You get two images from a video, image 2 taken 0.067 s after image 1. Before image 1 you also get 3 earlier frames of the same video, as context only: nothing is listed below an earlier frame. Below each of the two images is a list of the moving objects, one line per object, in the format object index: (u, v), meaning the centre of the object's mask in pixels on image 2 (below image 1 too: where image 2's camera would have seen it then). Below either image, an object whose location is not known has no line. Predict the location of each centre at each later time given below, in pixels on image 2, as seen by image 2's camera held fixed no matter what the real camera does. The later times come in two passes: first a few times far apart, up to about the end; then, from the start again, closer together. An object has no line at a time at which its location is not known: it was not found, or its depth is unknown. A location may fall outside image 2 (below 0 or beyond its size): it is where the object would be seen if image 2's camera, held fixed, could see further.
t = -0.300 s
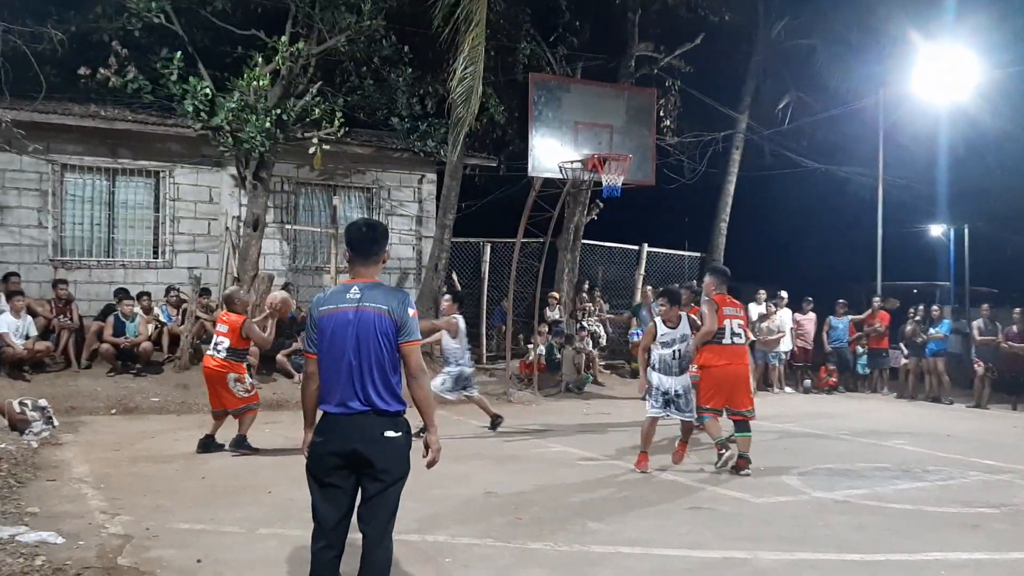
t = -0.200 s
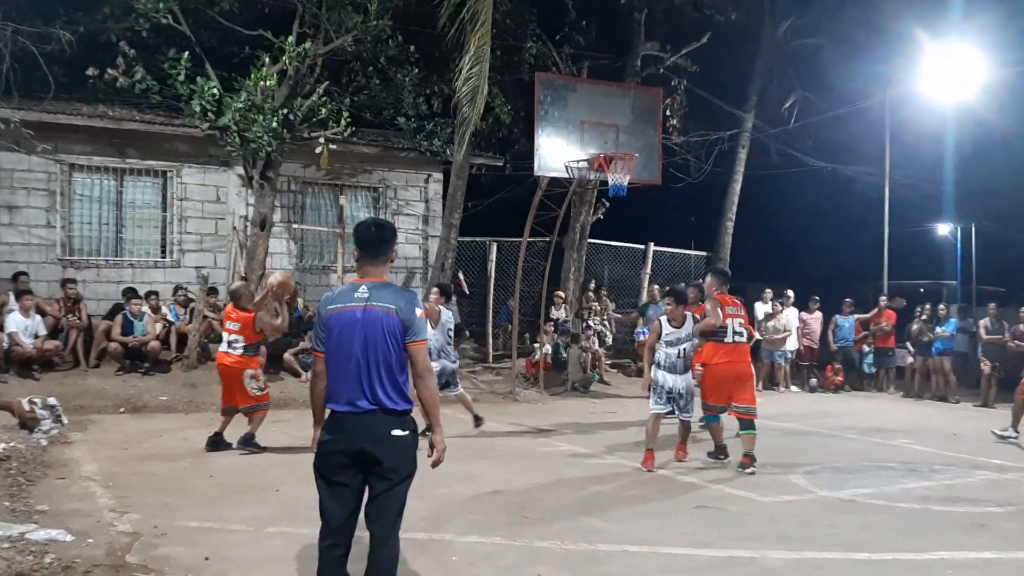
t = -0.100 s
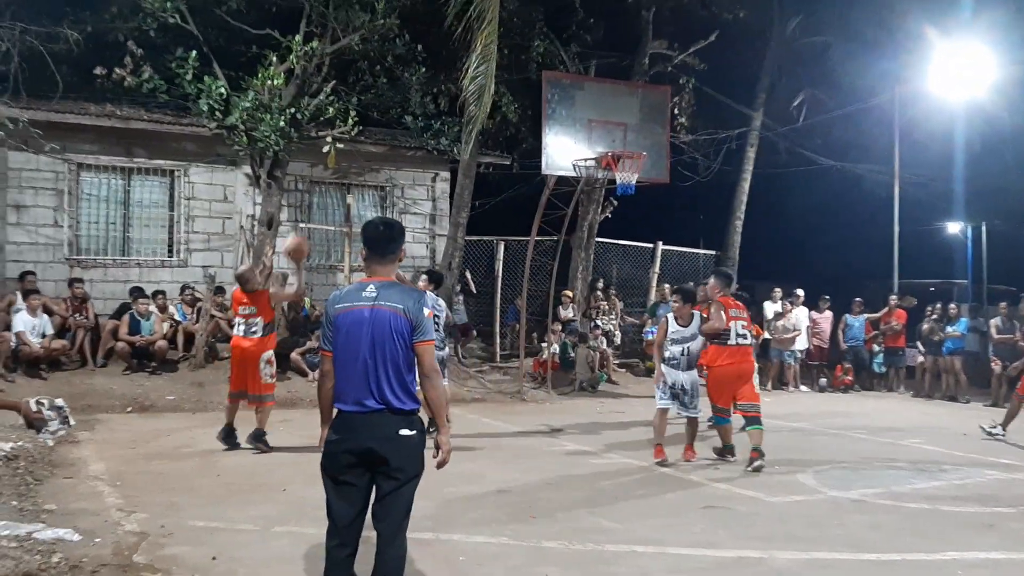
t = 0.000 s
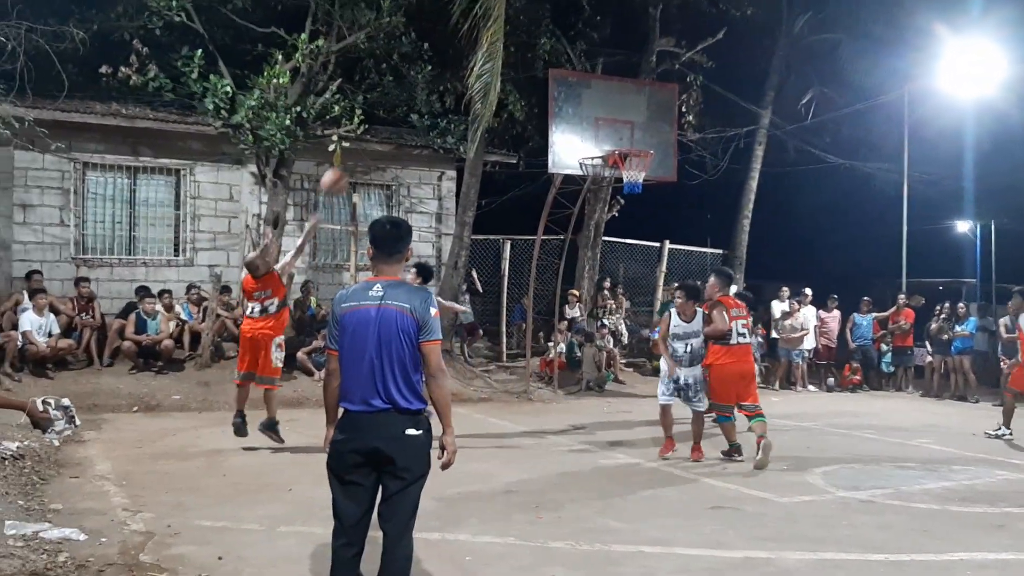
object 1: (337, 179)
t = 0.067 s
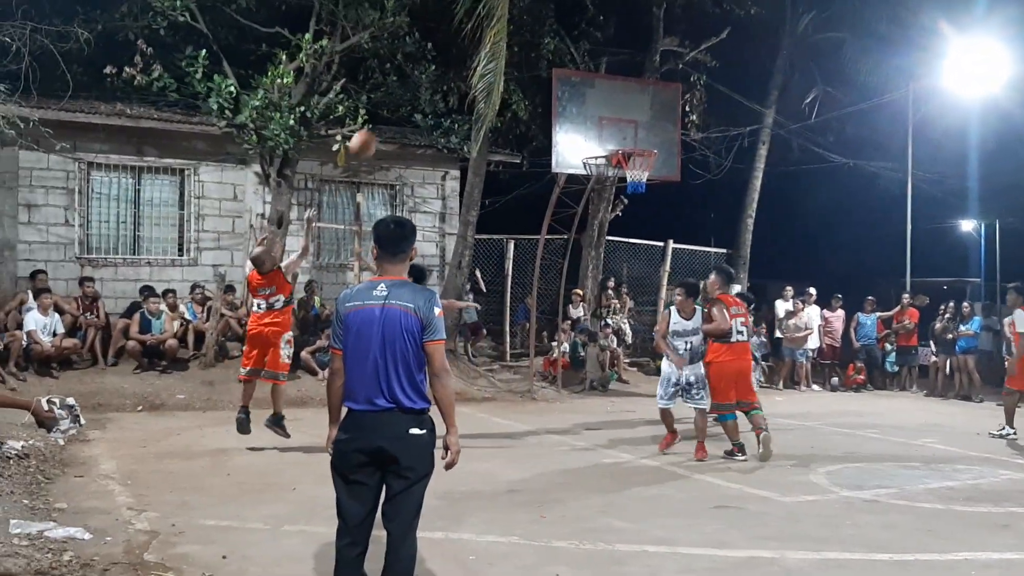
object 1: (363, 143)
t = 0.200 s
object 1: (411, 85)
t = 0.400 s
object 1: (476, 34)
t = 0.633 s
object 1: (544, 26)
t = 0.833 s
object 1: (596, 58)
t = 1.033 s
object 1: (642, 120)
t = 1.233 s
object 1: (661, 131)
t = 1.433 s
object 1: (668, 137)
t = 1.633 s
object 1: (674, 177)
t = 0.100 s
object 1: (376, 127)
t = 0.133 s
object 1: (387, 112)
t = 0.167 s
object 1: (399, 97)
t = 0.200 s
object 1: (411, 85)
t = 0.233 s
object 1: (423, 73)
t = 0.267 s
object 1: (434, 63)
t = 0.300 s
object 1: (445, 54)
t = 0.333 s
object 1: (455, 46)
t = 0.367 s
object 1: (466, 39)
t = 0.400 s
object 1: (476, 34)
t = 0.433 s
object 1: (485, 29)
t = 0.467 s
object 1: (496, 27)
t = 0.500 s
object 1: (506, 24)
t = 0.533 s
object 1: (516, 23)
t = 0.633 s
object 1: (544, 26)
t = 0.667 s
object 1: (553, 29)
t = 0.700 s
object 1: (562, 32)
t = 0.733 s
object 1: (571, 38)
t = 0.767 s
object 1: (580, 43)
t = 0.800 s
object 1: (588, 51)
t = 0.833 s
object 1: (596, 58)
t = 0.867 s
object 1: (604, 66)
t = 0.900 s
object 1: (611, 74)
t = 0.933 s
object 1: (620, 84)
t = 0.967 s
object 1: (627, 96)
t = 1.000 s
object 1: (635, 107)
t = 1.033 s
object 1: (642, 120)
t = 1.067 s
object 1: (650, 133)
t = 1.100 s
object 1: (655, 144)
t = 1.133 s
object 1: (657, 139)
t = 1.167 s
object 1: (659, 135)
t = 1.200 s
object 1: (660, 133)
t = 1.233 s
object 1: (661, 131)
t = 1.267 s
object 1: (663, 130)
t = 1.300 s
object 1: (663, 130)
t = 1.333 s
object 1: (664, 131)
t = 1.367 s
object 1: (665, 132)
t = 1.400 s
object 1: (667, 134)
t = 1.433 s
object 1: (668, 137)
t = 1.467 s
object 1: (669, 142)
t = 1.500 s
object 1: (670, 147)
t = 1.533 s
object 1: (671, 153)
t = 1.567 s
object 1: (672, 159)
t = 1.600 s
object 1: (674, 168)
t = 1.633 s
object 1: (674, 177)
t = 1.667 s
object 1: (676, 186)
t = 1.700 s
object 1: (676, 196)
